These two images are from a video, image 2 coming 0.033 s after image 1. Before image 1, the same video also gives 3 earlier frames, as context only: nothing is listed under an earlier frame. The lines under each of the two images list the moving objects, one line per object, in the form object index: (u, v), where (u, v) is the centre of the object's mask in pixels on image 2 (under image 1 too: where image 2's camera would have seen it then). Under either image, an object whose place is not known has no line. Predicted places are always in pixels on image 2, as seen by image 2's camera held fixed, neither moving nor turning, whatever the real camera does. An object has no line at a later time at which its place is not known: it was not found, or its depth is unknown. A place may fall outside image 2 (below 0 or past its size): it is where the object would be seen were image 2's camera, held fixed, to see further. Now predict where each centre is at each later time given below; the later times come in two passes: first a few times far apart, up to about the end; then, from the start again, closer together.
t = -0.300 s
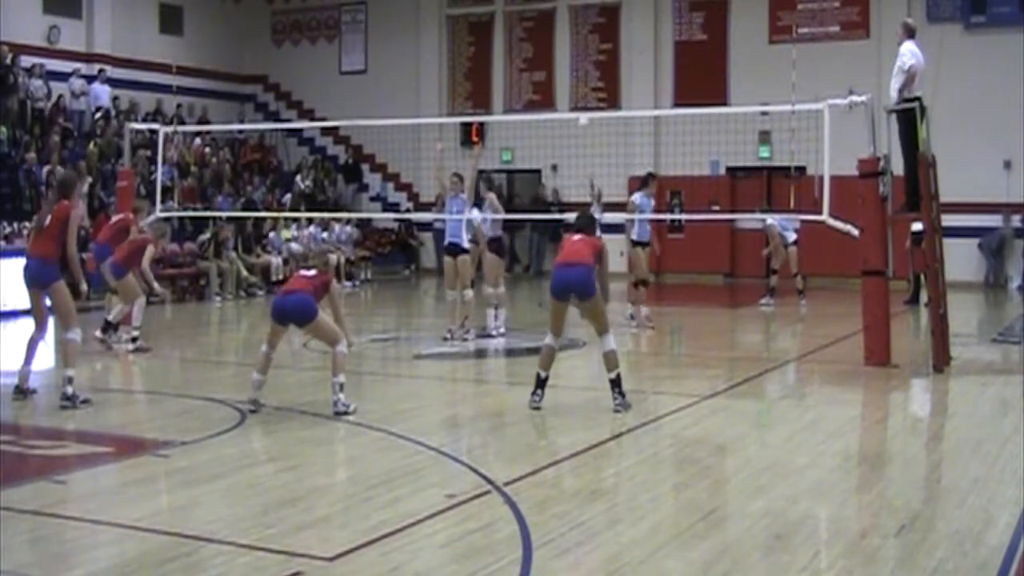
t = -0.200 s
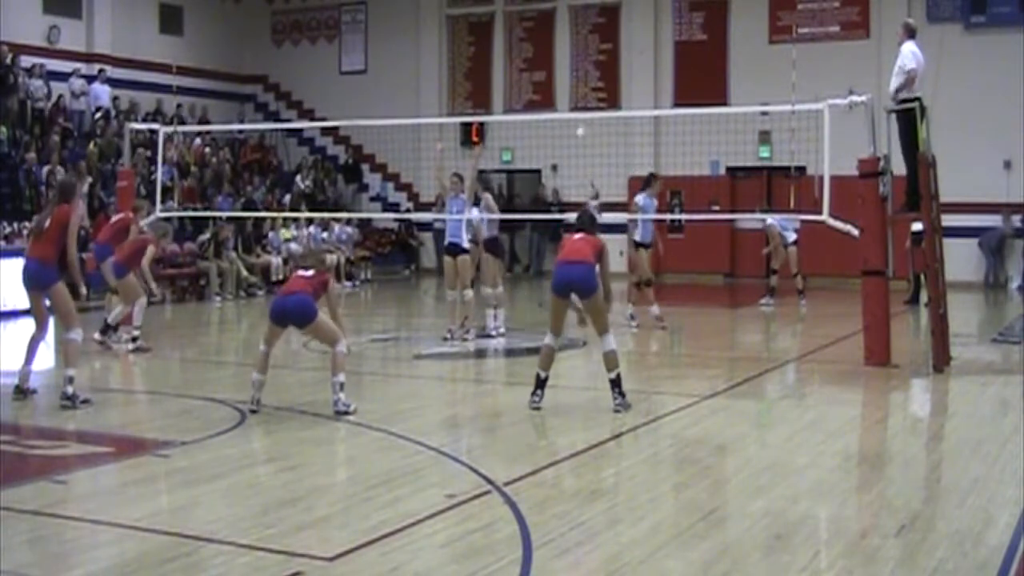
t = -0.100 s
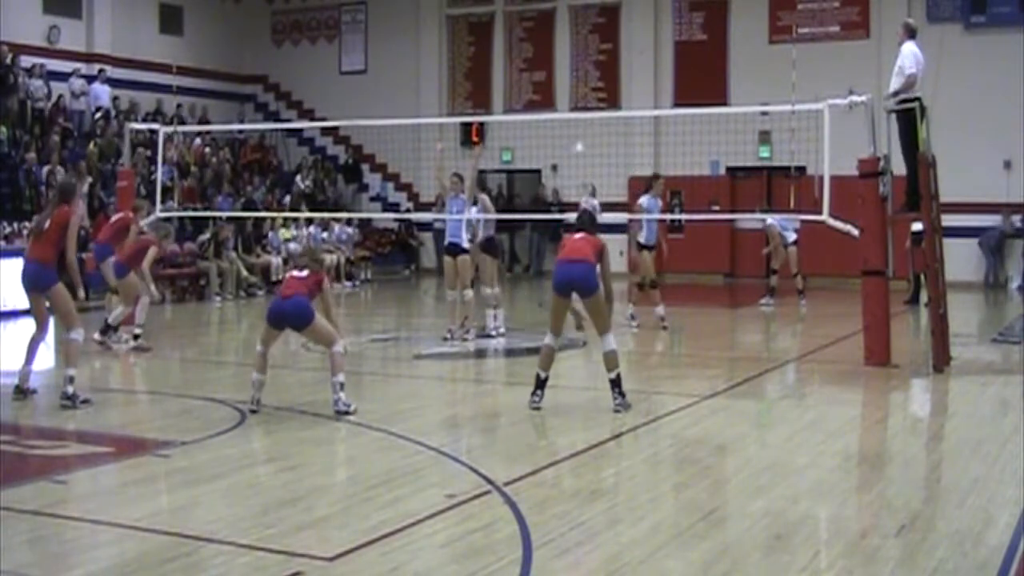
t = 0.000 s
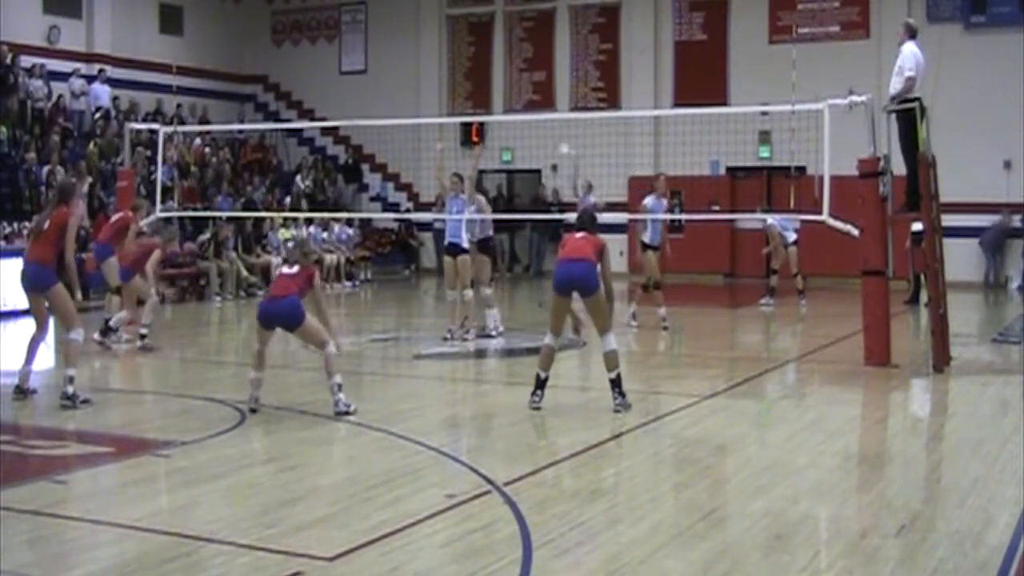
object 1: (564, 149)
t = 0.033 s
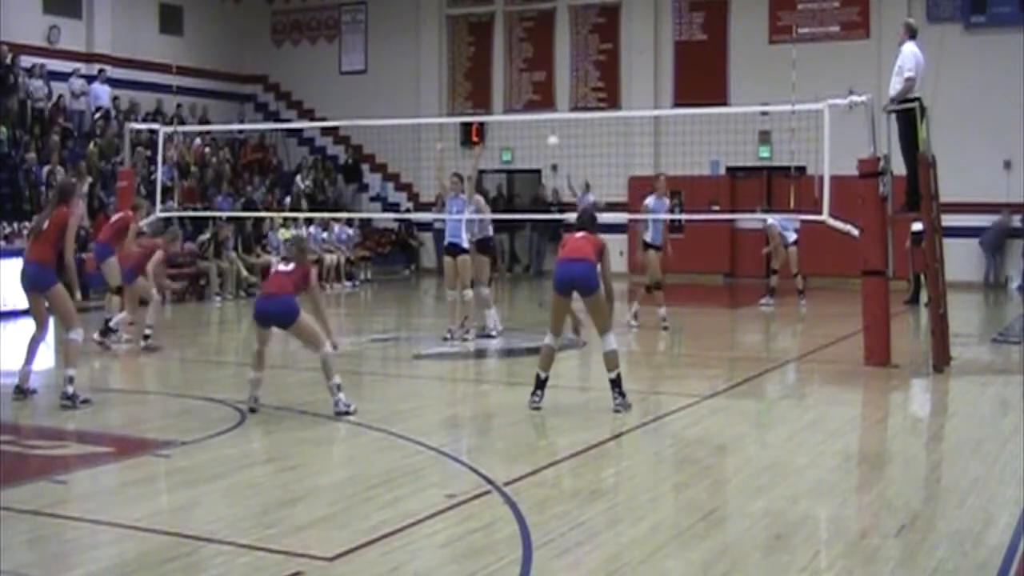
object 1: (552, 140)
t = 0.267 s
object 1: (459, 94)
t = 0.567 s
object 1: (292, 87)
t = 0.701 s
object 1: (199, 107)
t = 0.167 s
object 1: (502, 108)
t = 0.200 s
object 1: (488, 103)
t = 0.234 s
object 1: (473, 100)
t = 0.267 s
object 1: (459, 94)
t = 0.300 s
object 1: (442, 92)
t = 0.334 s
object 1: (426, 87)
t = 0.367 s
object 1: (409, 86)
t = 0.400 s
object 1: (392, 84)
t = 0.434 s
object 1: (373, 84)
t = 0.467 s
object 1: (353, 84)
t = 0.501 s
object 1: (334, 84)
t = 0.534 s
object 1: (313, 85)
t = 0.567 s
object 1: (292, 87)
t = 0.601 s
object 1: (269, 90)
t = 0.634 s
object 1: (247, 95)
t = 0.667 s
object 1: (224, 100)
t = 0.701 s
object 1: (199, 107)
